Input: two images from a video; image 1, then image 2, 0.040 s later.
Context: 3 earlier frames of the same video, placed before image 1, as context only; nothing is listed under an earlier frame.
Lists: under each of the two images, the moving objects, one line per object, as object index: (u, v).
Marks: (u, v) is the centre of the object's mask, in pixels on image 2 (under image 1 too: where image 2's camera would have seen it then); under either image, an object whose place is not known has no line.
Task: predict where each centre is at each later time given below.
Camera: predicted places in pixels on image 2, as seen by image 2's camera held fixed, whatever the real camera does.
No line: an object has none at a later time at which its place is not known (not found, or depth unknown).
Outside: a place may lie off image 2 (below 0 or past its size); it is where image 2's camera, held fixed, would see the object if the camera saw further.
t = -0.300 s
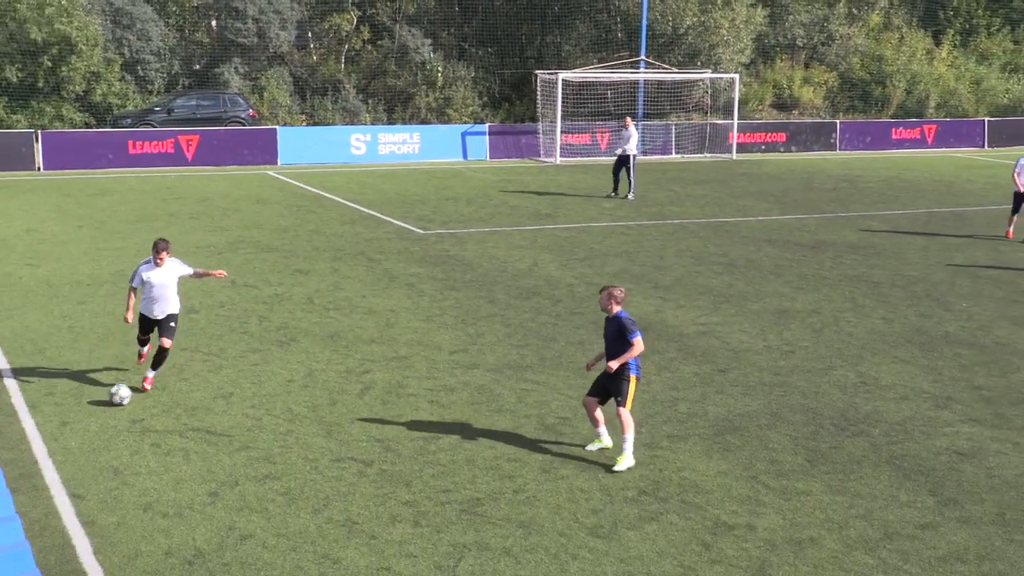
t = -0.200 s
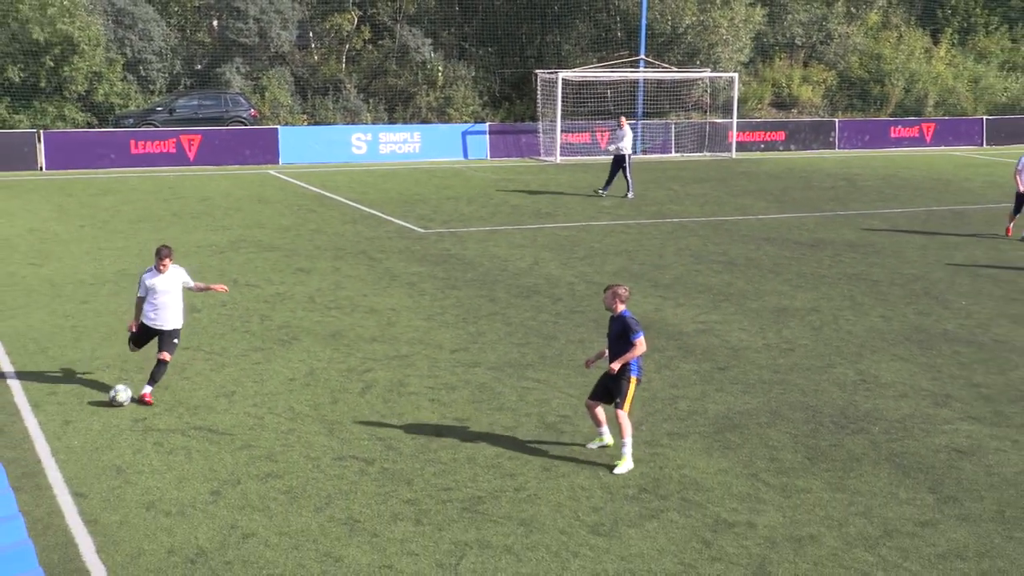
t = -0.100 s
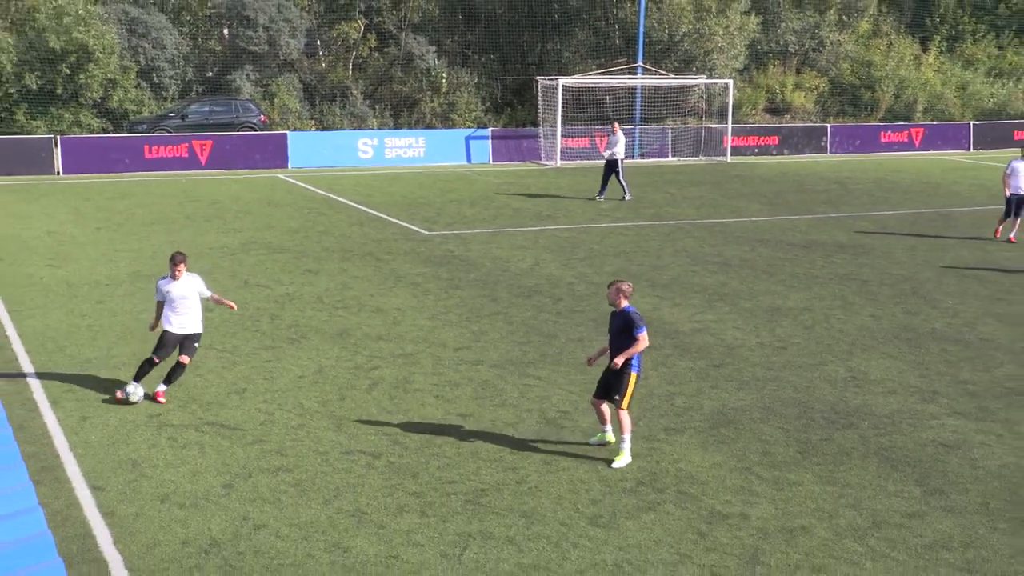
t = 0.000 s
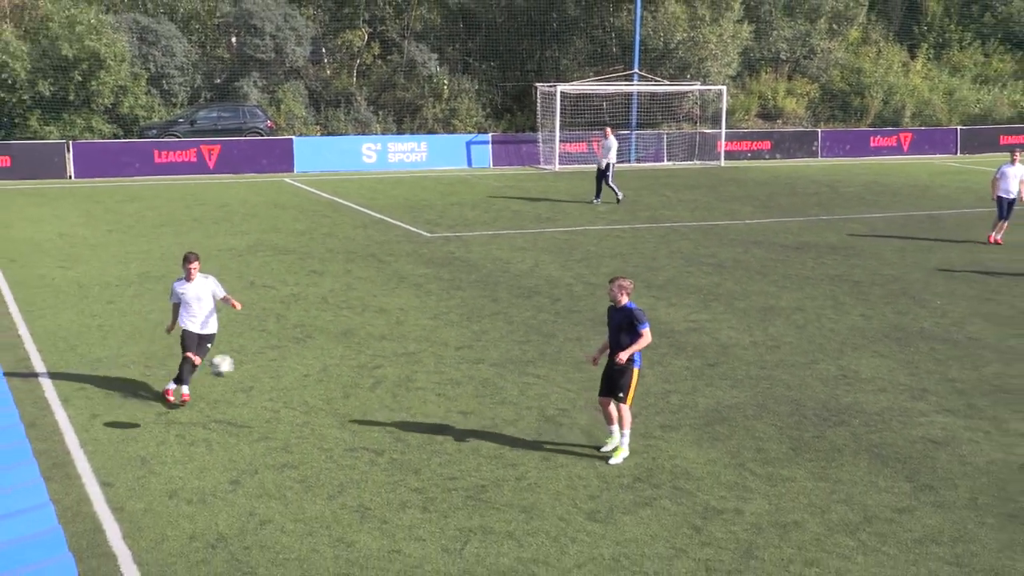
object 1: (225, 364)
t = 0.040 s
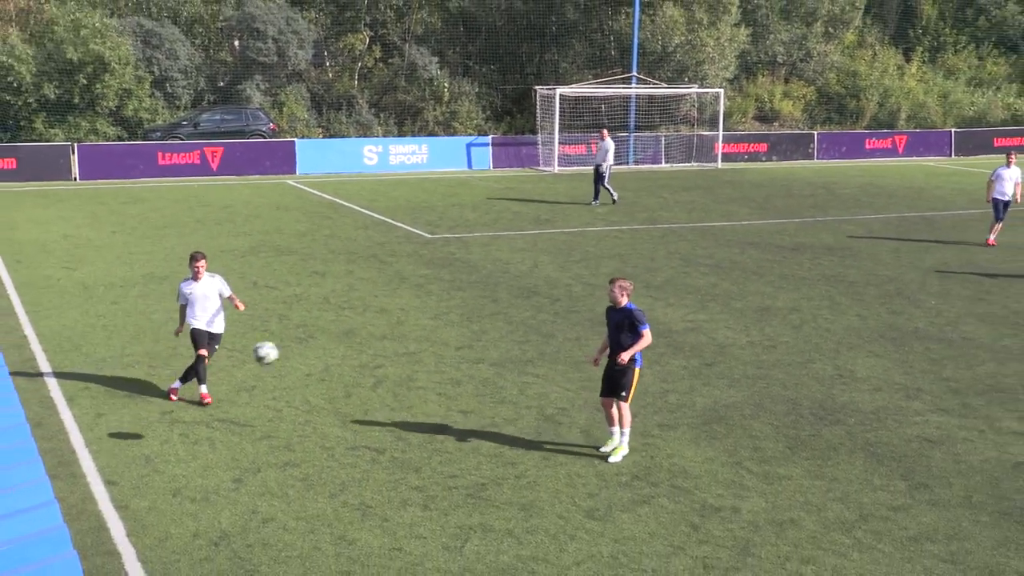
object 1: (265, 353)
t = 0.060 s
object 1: (288, 347)
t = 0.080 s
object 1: (310, 340)
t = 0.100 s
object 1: (334, 334)
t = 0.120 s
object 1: (360, 327)
